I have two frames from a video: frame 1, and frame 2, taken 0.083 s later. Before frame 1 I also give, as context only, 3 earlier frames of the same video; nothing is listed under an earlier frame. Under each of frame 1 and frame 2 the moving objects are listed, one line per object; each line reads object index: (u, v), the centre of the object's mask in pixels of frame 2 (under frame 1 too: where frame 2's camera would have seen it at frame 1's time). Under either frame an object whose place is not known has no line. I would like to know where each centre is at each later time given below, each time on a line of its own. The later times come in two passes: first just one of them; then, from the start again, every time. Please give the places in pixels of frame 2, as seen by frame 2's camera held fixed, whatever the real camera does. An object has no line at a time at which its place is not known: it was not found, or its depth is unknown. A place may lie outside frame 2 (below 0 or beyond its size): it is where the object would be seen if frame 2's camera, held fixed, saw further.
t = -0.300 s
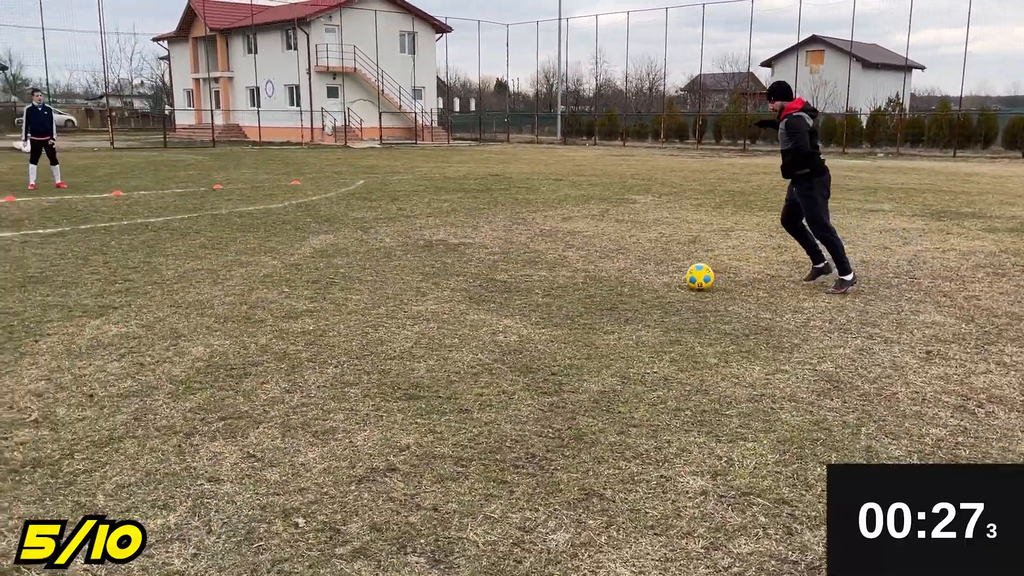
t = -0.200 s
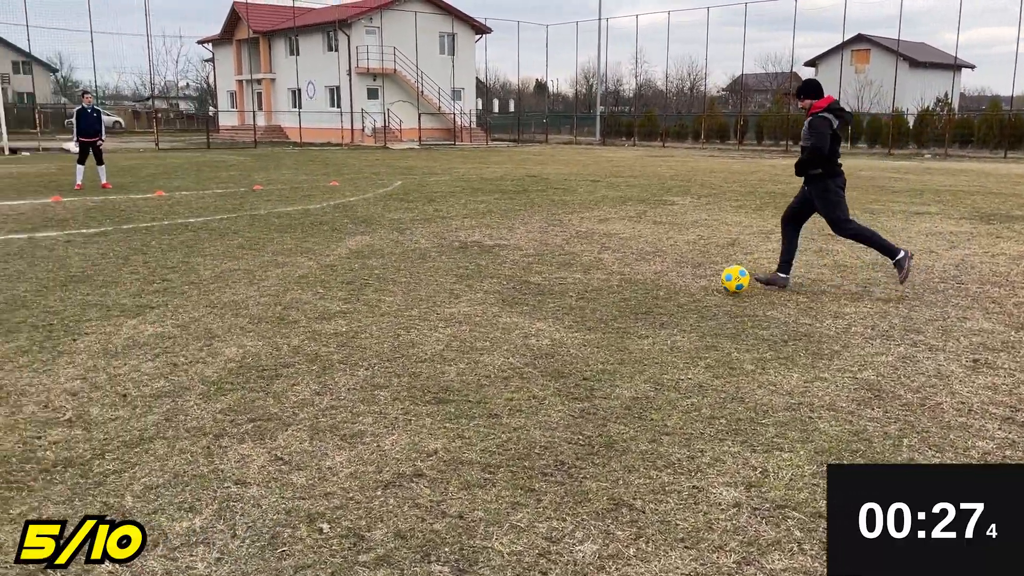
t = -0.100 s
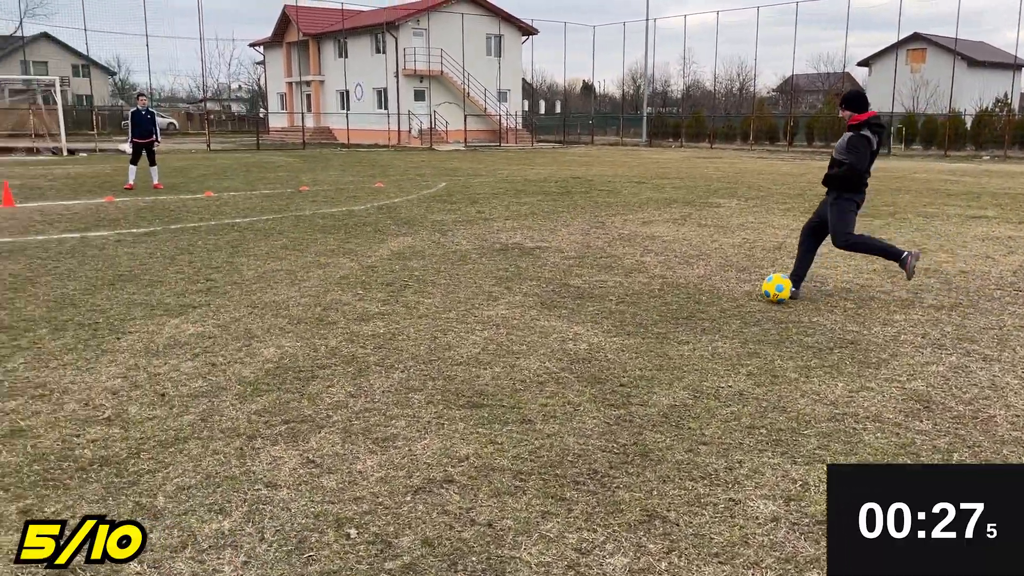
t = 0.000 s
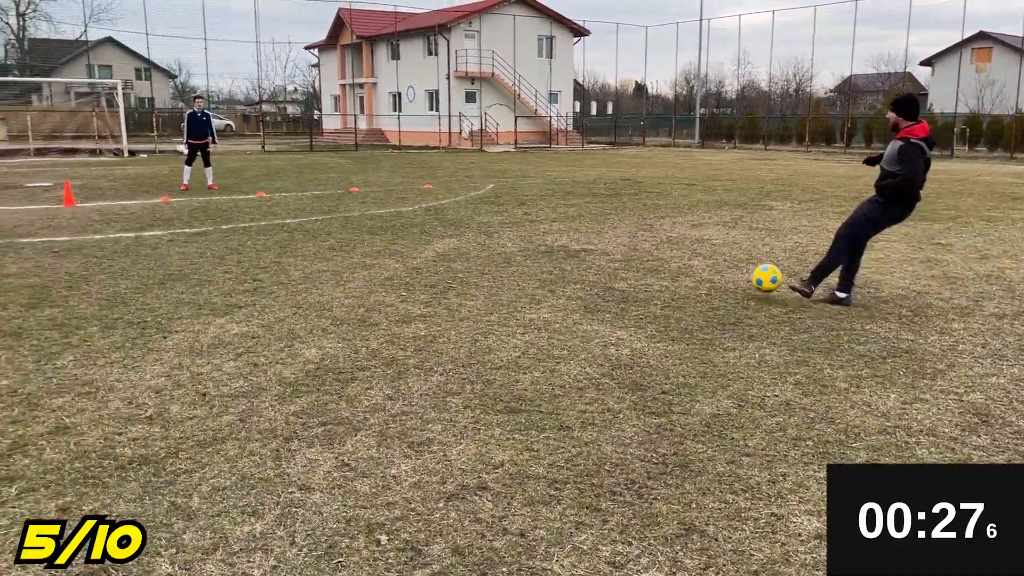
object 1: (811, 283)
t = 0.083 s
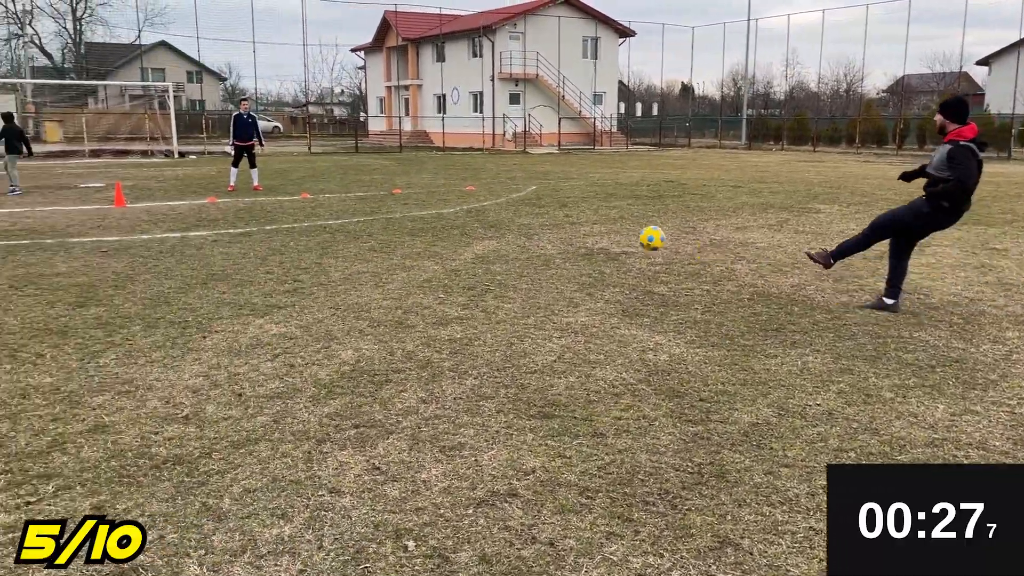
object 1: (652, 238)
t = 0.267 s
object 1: (437, 199)
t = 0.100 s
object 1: (626, 232)
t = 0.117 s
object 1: (602, 226)
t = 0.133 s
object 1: (579, 221)
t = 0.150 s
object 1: (557, 216)
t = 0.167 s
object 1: (536, 213)
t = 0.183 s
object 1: (517, 209)
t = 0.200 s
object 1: (500, 207)
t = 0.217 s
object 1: (482, 204)
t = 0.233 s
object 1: (467, 202)
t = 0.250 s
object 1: (452, 201)
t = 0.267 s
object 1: (437, 199)
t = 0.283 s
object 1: (424, 198)
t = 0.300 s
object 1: (412, 198)
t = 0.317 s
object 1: (400, 198)
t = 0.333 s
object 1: (389, 197)
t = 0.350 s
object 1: (378, 198)
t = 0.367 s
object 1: (368, 198)
